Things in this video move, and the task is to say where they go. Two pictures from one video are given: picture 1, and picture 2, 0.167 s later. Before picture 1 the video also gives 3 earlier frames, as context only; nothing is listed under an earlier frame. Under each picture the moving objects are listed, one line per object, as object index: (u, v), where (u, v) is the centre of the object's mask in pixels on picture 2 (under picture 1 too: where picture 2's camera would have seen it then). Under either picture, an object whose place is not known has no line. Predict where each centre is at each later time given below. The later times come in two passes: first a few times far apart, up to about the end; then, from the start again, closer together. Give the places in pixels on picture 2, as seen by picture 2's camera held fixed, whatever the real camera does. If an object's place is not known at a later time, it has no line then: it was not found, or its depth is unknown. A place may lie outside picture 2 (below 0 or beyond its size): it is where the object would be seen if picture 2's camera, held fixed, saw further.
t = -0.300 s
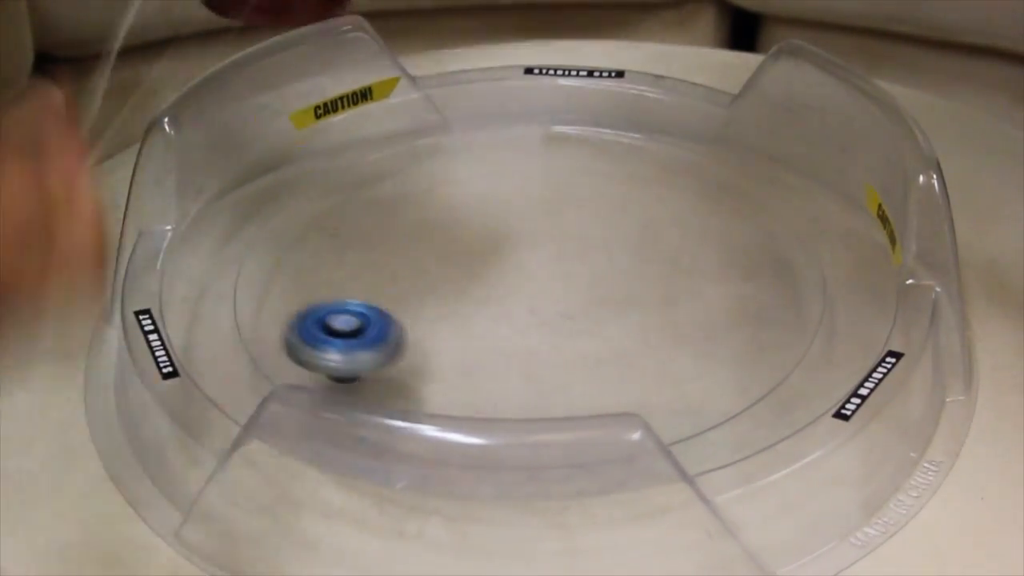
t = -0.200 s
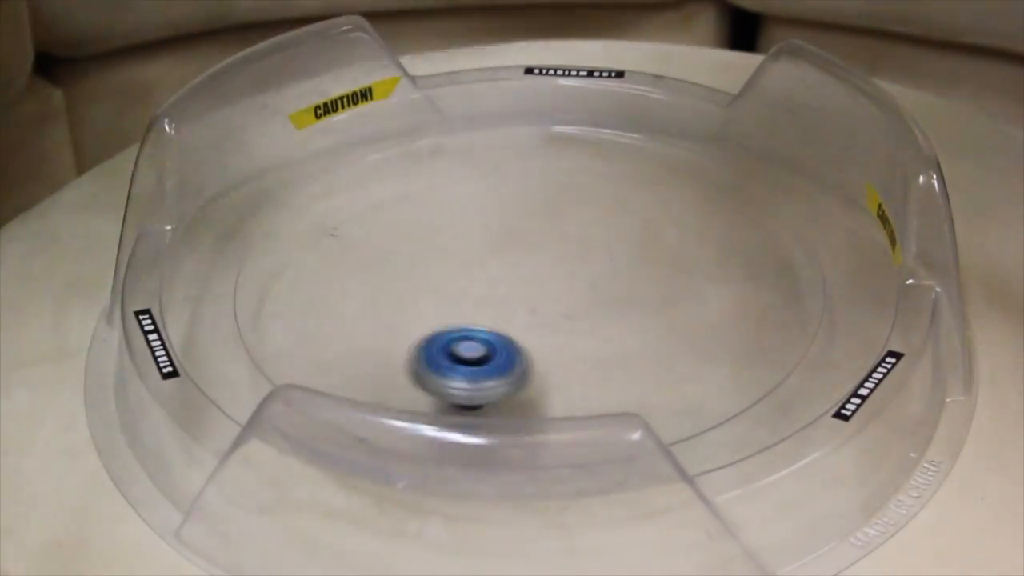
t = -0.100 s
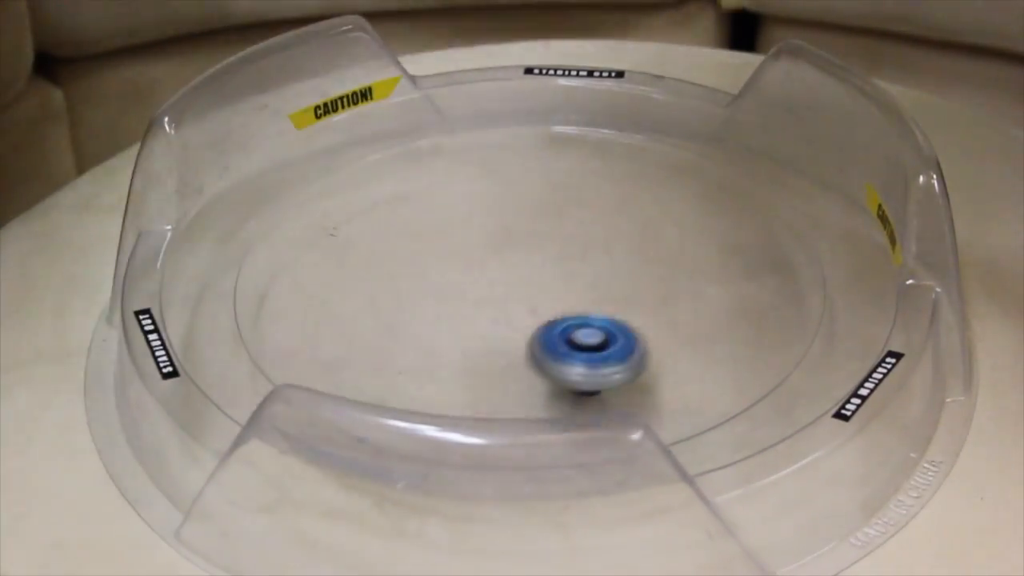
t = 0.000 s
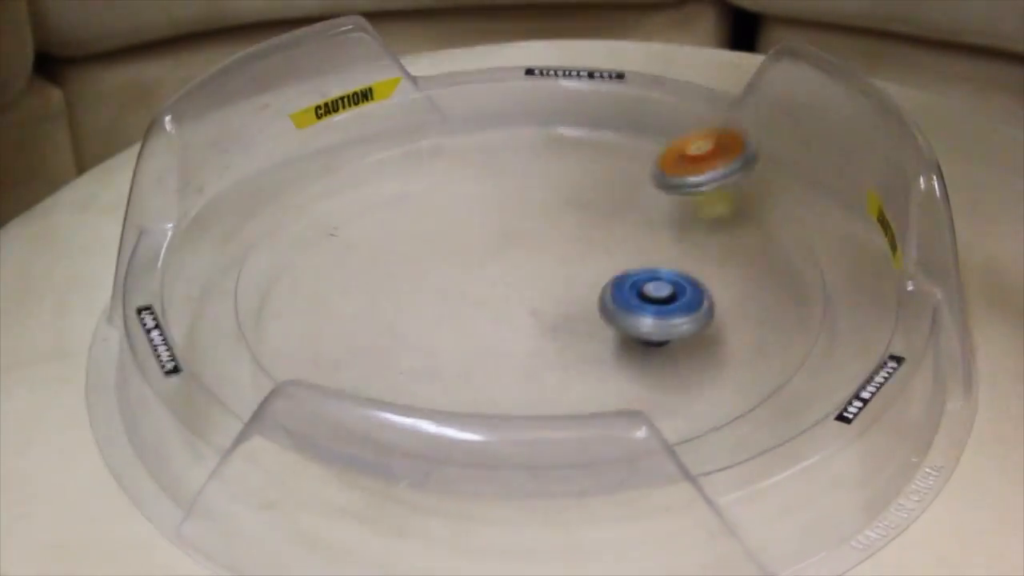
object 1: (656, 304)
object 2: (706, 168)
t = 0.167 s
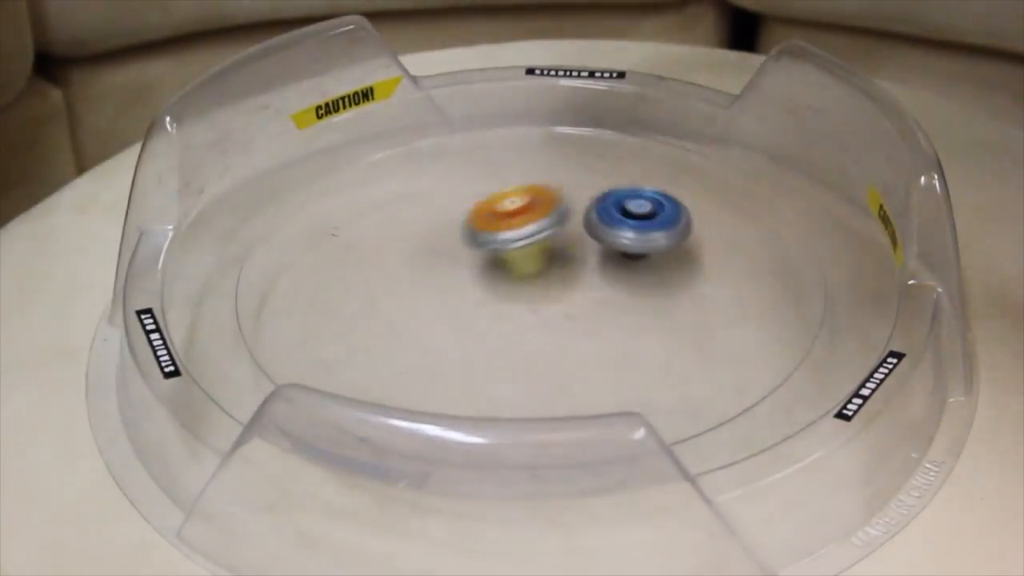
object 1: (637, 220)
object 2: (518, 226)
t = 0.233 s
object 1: (593, 197)
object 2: (428, 263)
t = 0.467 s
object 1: (388, 212)
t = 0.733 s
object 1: (295, 297)
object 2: (658, 331)
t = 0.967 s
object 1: (335, 306)
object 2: (844, 259)
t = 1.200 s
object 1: (528, 317)
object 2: (581, 237)
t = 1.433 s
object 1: (440, 330)
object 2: (495, 115)
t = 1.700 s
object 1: (525, 255)
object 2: (252, 246)
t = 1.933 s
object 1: (469, 204)
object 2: (585, 389)
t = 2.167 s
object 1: (390, 244)
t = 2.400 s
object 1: (499, 298)
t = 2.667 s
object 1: (599, 240)
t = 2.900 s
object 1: (510, 203)
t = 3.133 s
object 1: (446, 255)
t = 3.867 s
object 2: (350, 114)
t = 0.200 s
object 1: (618, 208)
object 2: (472, 244)
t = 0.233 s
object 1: (593, 197)
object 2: (428, 263)
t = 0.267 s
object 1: (564, 189)
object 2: (383, 282)
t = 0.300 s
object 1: (532, 186)
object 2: (341, 302)
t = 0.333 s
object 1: (499, 185)
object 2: (301, 323)
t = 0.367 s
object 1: (468, 188)
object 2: (276, 335)
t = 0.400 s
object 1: (437, 194)
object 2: (262, 352)
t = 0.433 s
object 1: (412, 201)
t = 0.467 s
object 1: (388, 212)
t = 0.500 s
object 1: (367, 228)
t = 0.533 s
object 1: (351, 243)
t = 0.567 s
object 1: (342, 261)
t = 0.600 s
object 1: (340, 279)
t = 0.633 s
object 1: (346, 298)
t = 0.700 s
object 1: (324, 306)
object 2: (568, 339)
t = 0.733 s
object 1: (295, 297)
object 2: (658, 331)
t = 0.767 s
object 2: (734, 313)
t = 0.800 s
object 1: (268, 286)
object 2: (796, 295)
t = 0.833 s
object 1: (268, 286)
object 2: (841, 271)
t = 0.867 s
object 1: (275, 287)
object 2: (873, 256)
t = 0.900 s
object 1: (289, 292)
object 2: (871, 250)
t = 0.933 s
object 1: (309, 297)
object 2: (864, 259)
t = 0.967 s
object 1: (335, 306)
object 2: (844, 259)
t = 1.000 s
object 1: (364, 314)
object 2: (817, 261)
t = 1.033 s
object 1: (395, 321)
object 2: (783, 267)
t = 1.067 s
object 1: (428, 327)
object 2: (745, 267)
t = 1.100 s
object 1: (461, 330)
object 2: (702, 267)
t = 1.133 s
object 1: (492, 329)
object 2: (657, 267)
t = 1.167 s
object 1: (521, 325)
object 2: (611, 264)
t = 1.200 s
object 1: (528, 317)
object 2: (581, 237)
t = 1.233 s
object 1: (504, 306)
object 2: (576, 188)
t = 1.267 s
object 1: (480, 314)
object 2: (573, 161)
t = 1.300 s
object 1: (457, 341)
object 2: (568, 155)
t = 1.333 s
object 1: (444, 336)
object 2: (558, 144)
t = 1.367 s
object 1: (437, 336)
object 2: (542, 130)
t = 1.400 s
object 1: (435, 335)
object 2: (521, 121)
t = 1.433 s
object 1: (440, 330)
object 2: (495, 115)
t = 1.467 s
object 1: (450, 325)
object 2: (464, 114)
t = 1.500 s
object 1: (464, 318)
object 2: (428, 117)
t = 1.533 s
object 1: (479, 309)
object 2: (389, 125)
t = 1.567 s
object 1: (493, 300)
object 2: (345, 136)
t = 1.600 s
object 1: (506, 289)
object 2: (311, 158)
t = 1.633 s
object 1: (516, 278)
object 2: (281, 183)
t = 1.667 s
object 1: (522, 266)
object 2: (260, 213)
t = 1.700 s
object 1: (525, 255)
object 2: (252, 246)
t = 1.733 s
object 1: (525, 244)
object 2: (256, 281)
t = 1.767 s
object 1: (522, 234)
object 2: (274, 314)
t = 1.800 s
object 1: (516, 224)
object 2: (306, 341)
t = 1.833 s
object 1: (507, 216)
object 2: (355, 361)
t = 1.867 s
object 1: (496, 211)
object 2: (419, 380)
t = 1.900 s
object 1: (483, 207)
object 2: (497, 392)
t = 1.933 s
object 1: (469, 204)
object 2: (585, 389)
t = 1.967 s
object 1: (454, 204)
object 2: (673, 385)
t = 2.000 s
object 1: (438, 206)
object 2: (744, 361)
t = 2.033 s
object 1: (424, 210)
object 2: (800, 333)
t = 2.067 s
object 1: (411, 216)
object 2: (842, 303)
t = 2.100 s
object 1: (401, 224)
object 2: (867, 274)
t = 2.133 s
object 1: (391, 234)
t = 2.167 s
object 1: (390, 244)
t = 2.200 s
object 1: (394, 255)
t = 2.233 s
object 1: (403, 267)
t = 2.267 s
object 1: (416, 277)
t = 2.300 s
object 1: (433, 286)
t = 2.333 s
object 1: (453, 293)
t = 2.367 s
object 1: (476, 297)
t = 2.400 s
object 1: (499, 298)
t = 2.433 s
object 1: (522, 297)
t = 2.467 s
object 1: (543, 292)
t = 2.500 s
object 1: (563, 286)
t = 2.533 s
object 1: (579, 277)
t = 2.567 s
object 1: (591, 268)
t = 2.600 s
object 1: (599, 258)
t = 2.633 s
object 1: (601, 248)
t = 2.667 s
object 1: (599, 240)
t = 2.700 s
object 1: (593, 231)
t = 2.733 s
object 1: (584, 224)
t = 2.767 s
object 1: (572, 218)
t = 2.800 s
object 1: (558, 212)
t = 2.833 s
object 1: (542, 207)
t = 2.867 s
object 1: (526, 204)
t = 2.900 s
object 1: (510, 203)
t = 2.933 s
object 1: (494, 204)
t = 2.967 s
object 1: (479, 207)
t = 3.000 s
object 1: (465, 213)
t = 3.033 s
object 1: (454, 221)
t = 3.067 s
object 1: (447, 231)
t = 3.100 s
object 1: (444, 242)
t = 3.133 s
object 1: (446, 255)
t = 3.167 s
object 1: (452, 267)
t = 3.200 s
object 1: (464, 278)
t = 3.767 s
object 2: (480, 93)
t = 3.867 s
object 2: (350, 114)
